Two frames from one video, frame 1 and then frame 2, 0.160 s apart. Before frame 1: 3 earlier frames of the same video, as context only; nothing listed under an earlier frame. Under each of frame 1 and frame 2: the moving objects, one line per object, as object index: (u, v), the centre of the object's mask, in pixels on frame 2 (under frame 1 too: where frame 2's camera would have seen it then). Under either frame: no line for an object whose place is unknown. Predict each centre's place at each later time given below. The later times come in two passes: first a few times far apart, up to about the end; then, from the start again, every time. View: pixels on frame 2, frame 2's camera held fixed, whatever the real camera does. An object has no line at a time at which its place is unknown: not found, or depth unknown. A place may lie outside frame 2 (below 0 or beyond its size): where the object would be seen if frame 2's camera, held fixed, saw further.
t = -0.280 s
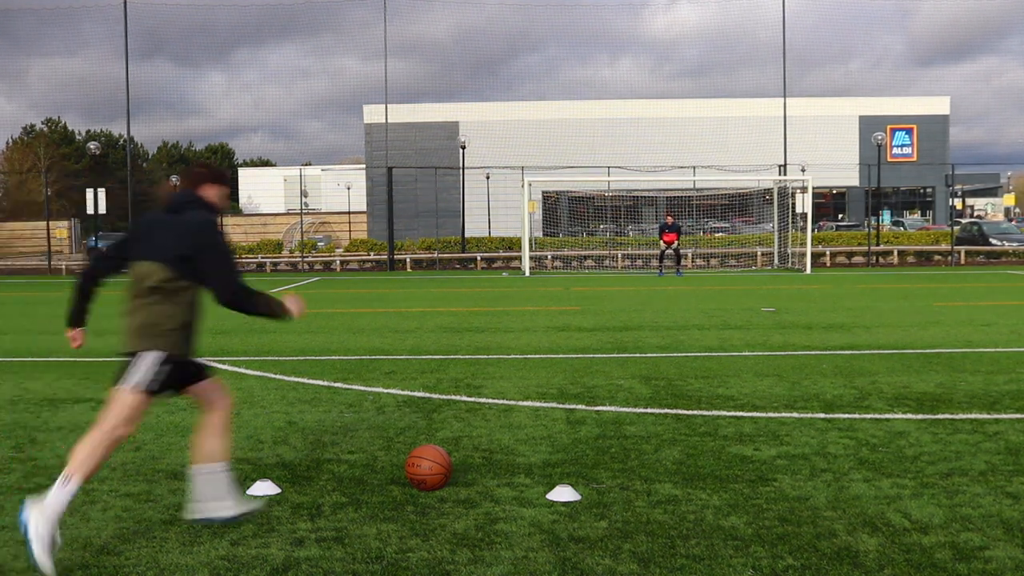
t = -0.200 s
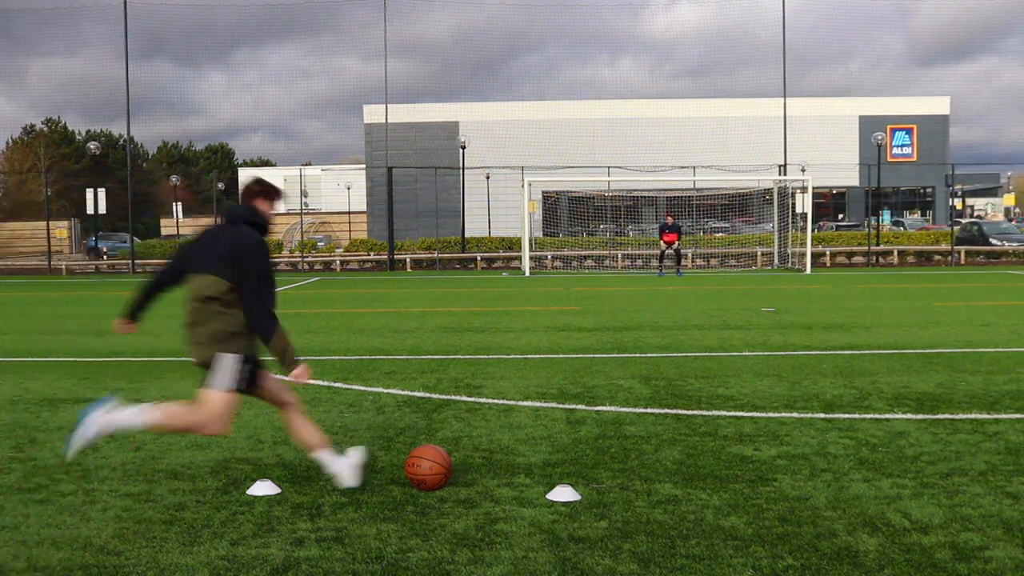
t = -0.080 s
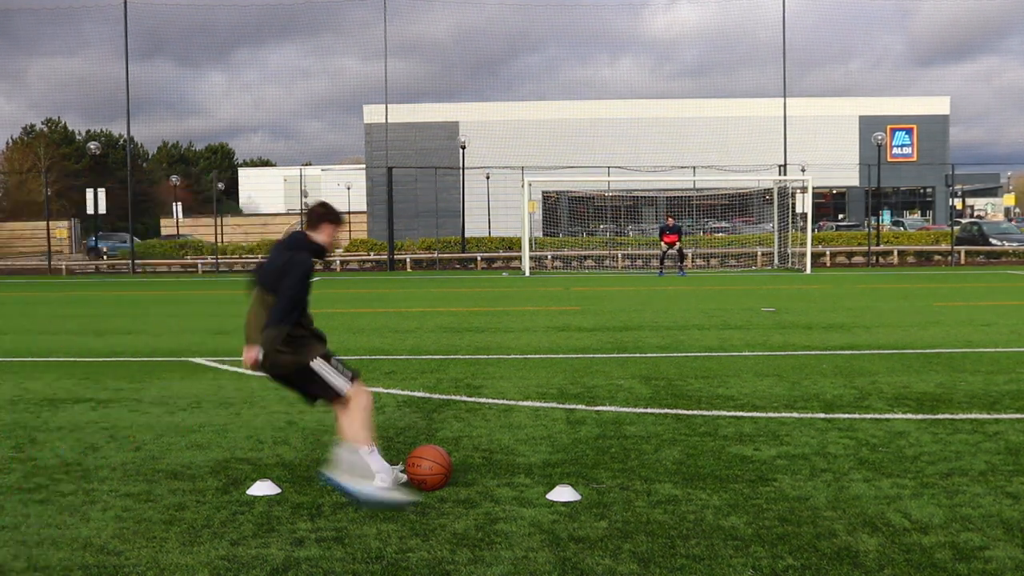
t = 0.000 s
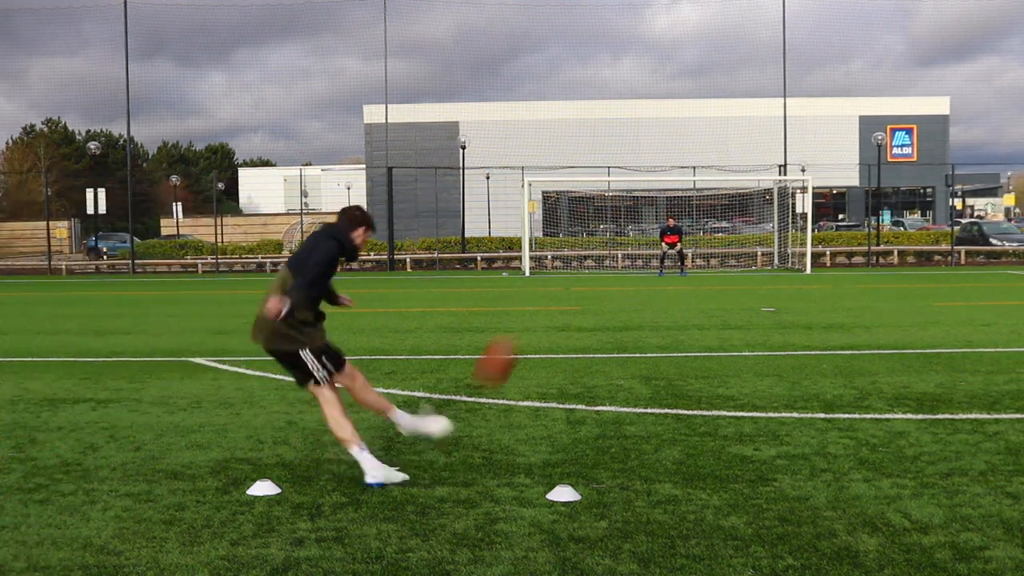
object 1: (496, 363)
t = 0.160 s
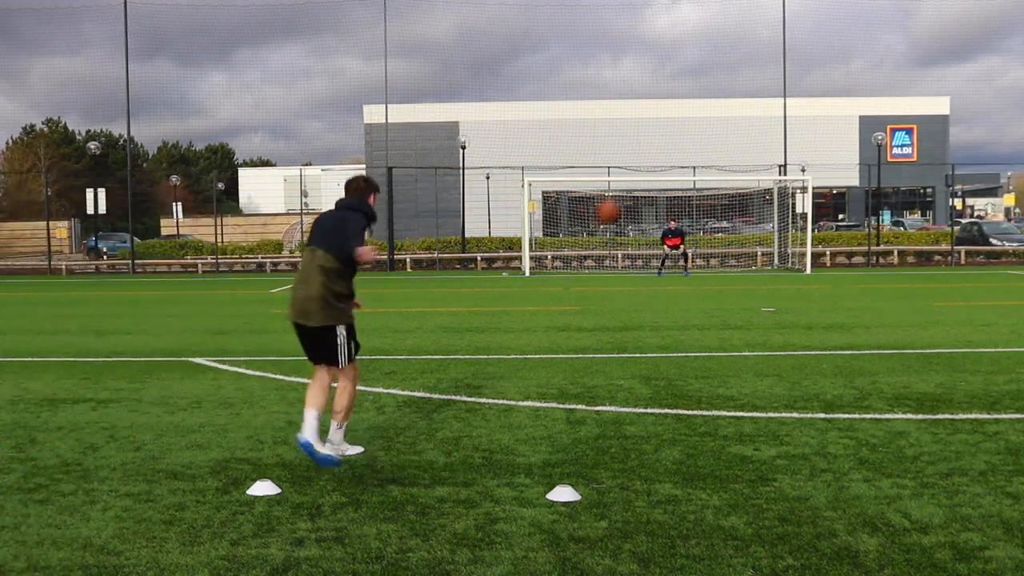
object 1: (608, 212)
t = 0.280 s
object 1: (657, 166)
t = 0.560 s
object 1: (724, 135)
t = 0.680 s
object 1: (743, 140)
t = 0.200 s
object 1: (626, 193)
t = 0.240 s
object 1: (643, 177)
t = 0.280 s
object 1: (657, 166)
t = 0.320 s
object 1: (670, 156)
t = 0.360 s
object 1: (681, 149)
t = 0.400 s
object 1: (691, 144)
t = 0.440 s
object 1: (700, 140)
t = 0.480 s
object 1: (709, 137)
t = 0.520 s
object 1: (716, 136)
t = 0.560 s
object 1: (724, 135)
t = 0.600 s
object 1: (731, 136)
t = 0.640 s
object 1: (737, 137)
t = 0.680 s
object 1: (743, 140)
